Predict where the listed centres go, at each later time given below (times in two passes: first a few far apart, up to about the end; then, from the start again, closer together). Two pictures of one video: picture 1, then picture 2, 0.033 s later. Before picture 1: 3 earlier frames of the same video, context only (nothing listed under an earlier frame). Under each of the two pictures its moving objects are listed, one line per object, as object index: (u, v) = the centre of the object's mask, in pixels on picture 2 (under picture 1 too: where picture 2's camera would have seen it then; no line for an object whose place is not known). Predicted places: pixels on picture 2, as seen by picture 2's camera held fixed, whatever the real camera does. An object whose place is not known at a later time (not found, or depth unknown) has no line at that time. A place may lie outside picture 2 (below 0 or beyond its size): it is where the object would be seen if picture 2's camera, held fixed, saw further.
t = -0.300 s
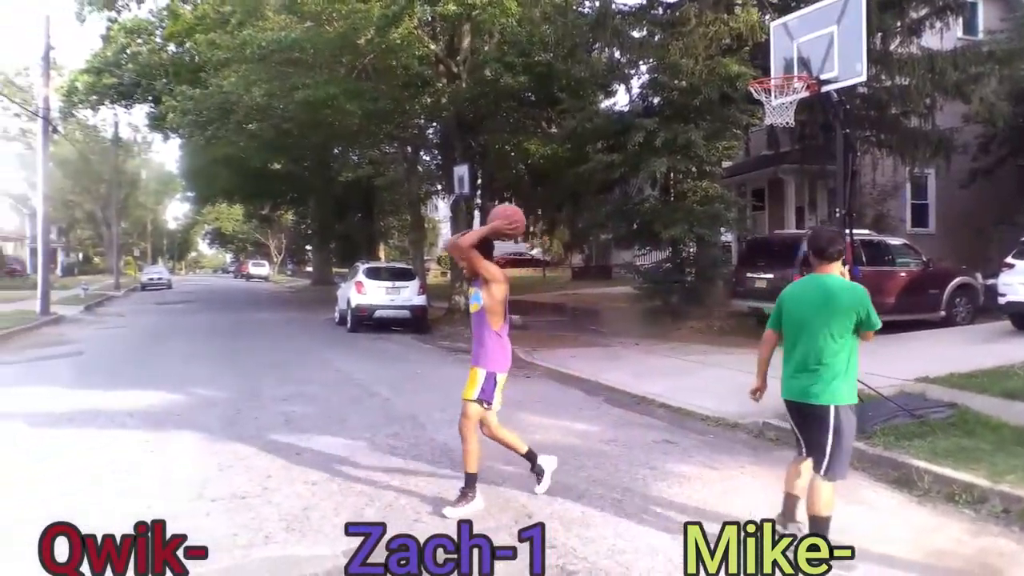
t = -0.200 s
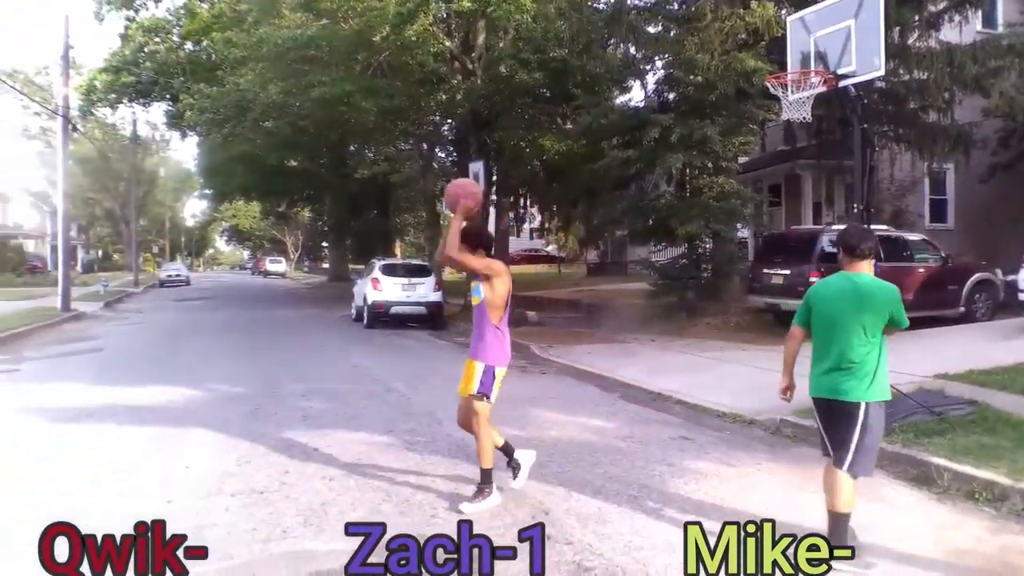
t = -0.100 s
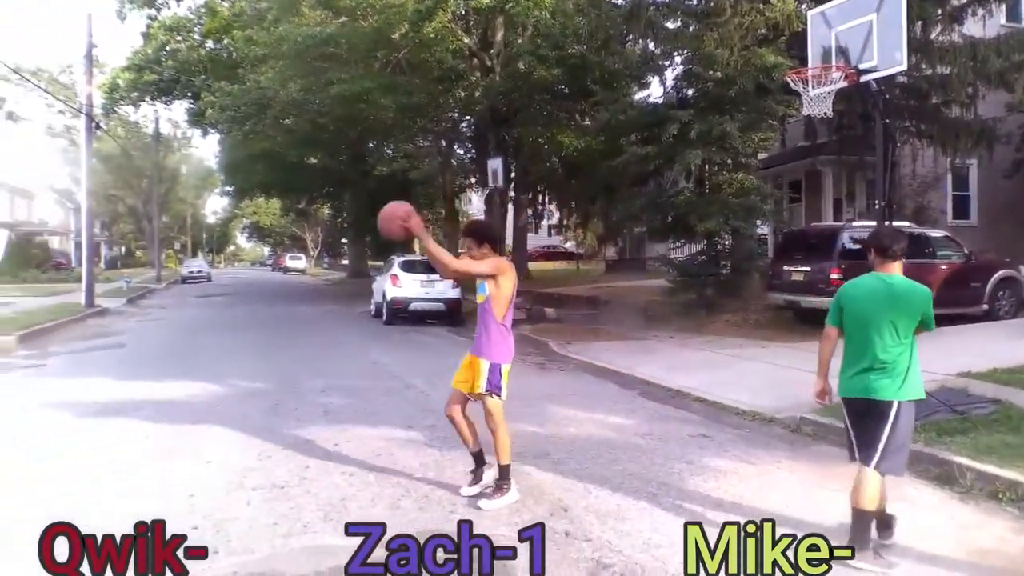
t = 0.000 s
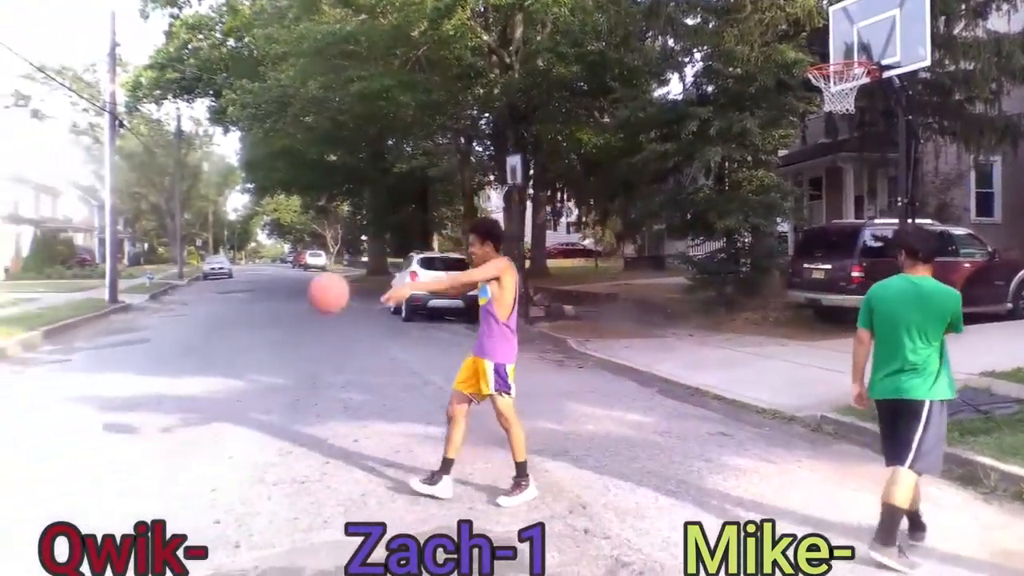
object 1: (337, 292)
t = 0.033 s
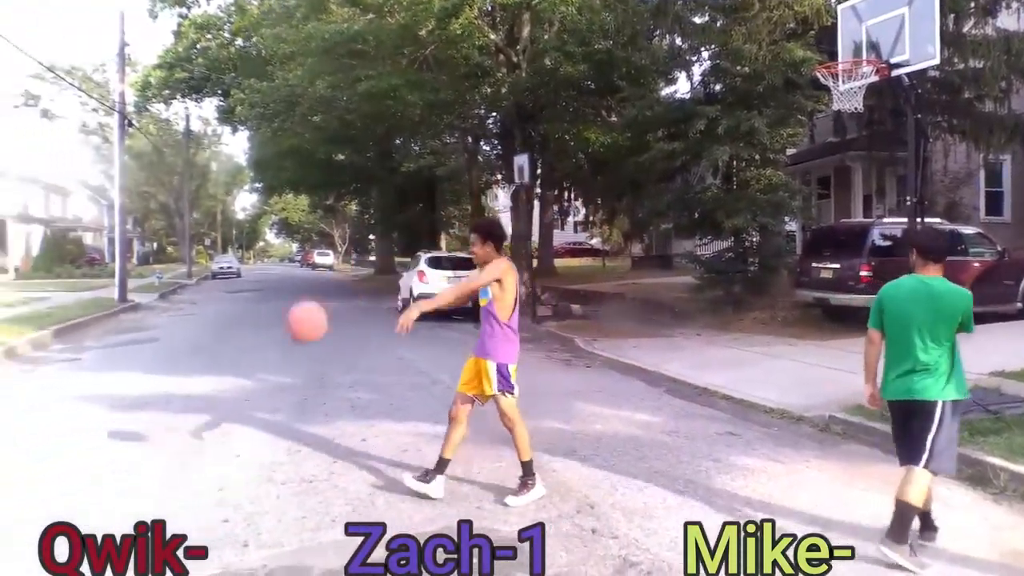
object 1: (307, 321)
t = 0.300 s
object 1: (92, 425)
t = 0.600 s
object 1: (-103, 244)
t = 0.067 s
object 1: (276, 354)
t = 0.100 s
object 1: (245, 389)
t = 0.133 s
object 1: (215, 425)
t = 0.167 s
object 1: (185, 465)
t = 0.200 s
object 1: (154, 507)
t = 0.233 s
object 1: (134, 483)
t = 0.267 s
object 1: (113, 454)
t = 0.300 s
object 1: (92, 425)
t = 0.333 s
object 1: (71, 400)
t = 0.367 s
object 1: (50, 374)
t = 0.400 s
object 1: (28, 351)
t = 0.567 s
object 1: (-79, 258)
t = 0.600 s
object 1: (-103, 244)
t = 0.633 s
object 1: (-126, 232)
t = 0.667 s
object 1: (-149, 224)
